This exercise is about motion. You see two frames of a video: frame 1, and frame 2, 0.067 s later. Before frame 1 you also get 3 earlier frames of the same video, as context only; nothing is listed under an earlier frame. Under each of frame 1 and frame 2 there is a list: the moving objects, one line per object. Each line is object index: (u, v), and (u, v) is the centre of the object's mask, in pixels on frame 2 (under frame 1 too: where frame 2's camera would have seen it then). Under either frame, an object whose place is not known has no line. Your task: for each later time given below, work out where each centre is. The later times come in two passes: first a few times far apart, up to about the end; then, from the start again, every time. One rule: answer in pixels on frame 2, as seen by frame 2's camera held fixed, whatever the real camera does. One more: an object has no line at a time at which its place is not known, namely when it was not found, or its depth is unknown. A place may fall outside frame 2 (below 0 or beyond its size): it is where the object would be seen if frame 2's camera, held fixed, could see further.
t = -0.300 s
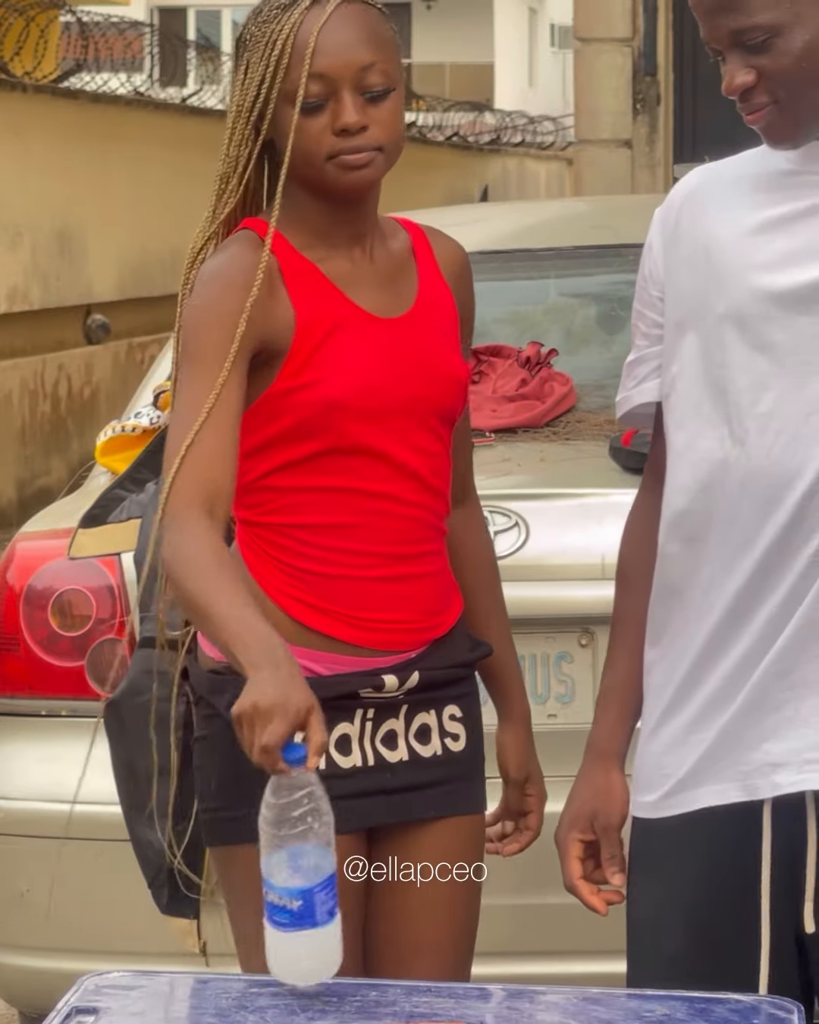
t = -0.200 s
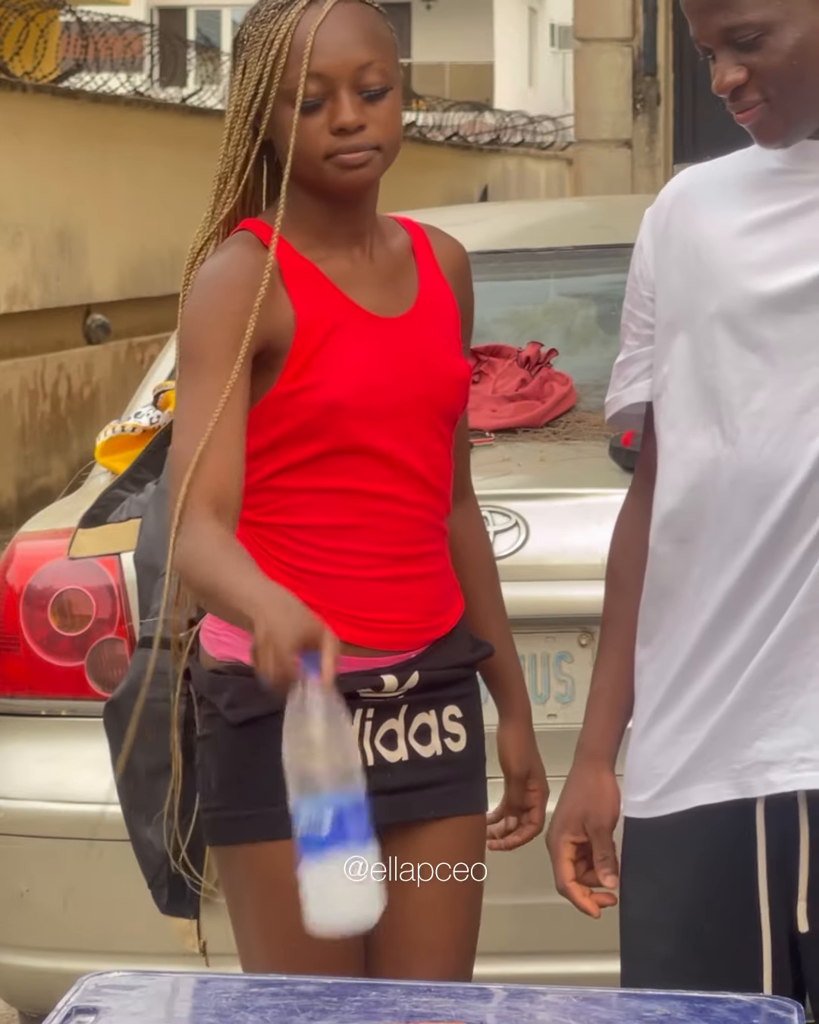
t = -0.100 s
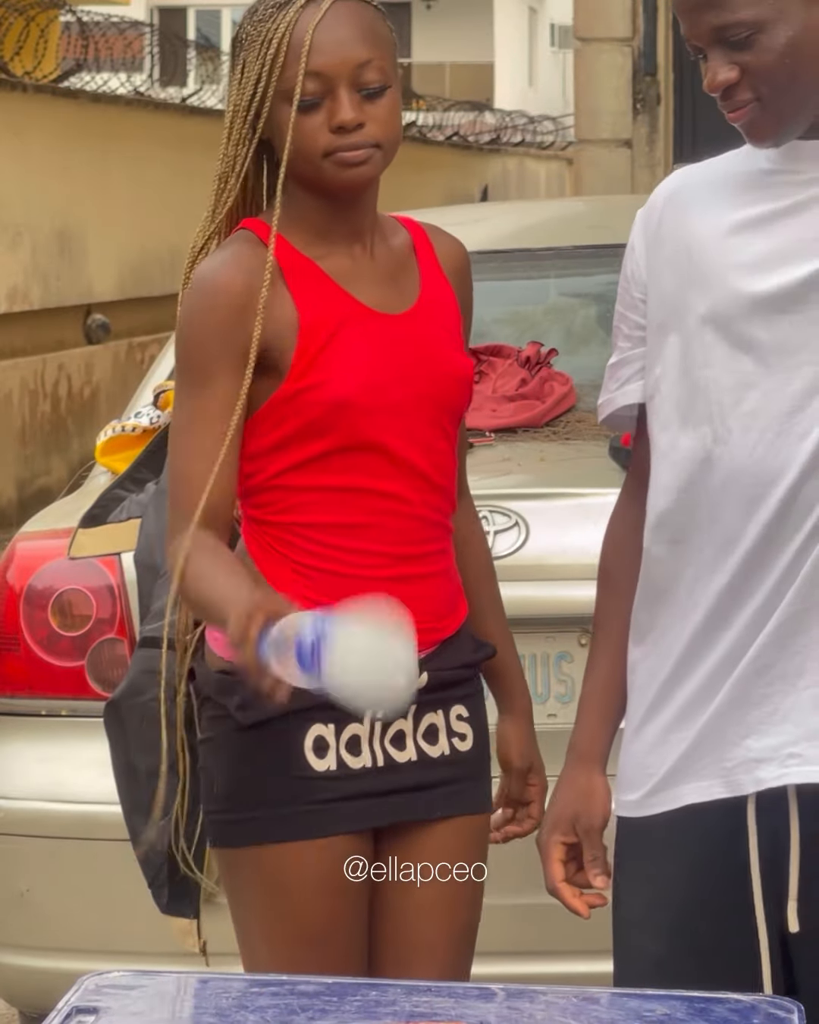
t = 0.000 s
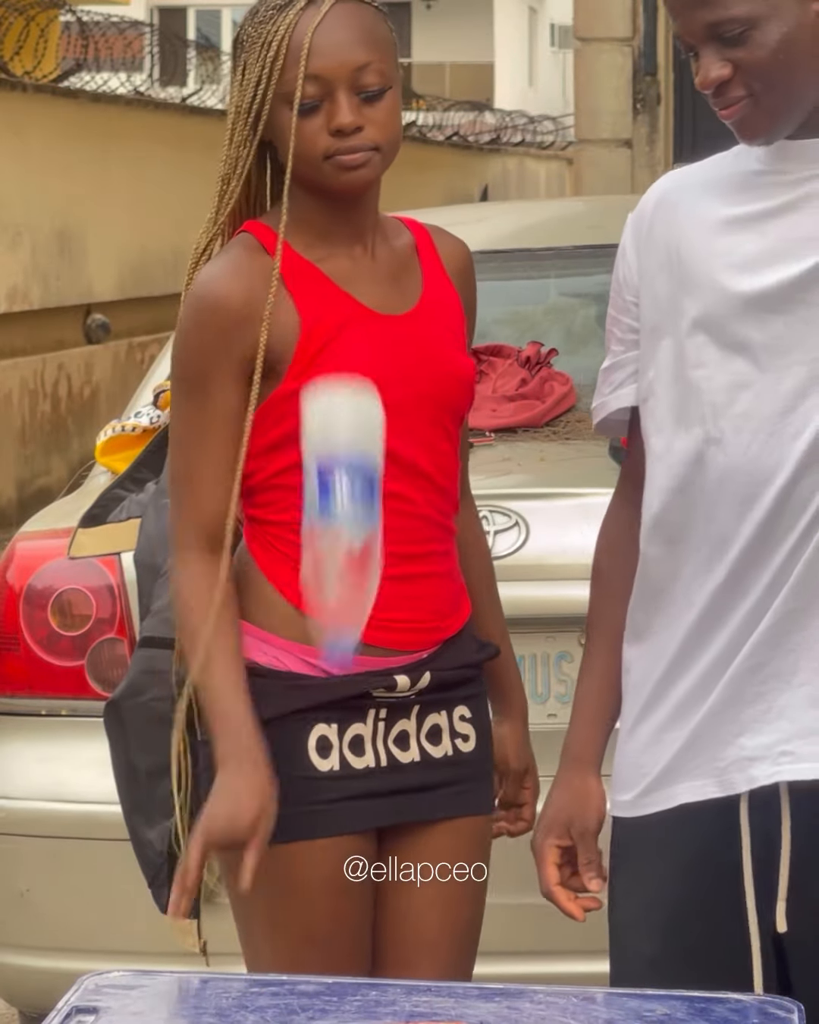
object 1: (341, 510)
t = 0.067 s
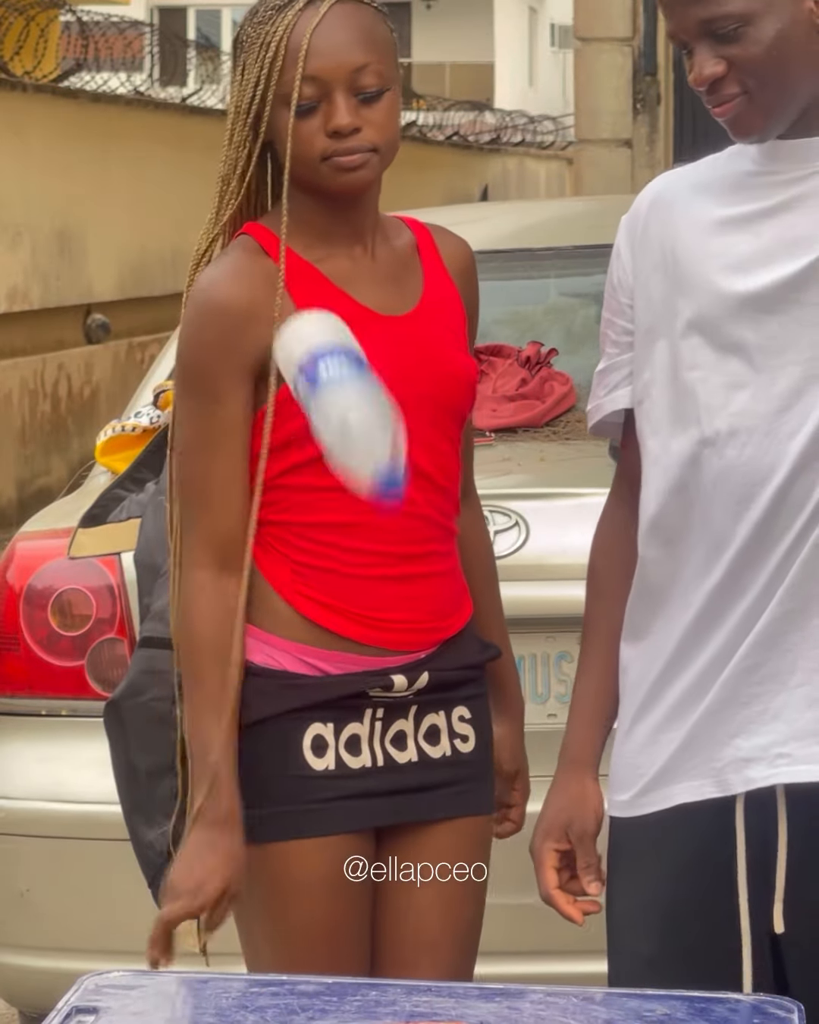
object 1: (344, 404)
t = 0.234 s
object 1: (314, 408)
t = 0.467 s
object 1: (286, 921)
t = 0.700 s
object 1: (257, 994)
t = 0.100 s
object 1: (340, 374)
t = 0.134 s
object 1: (333, 360)
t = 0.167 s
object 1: (325, 362)
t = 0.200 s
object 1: (319, 379)
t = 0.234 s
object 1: (314, 408)
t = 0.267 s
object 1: (309, 450)
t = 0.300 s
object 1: (304, 504)
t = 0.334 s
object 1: (299, 571)
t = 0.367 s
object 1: (293, 650)
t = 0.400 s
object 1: (287, 743)
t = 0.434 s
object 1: (283, 841)
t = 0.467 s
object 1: (286, 921)
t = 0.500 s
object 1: (286, 921)
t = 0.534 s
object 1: (276, 926)
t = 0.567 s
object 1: (270, 932)
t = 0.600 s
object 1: (266, 940)
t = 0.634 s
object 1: (263, 953)
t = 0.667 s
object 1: (267, 973)
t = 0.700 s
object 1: (257, 994)
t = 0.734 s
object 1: (238, 998)
